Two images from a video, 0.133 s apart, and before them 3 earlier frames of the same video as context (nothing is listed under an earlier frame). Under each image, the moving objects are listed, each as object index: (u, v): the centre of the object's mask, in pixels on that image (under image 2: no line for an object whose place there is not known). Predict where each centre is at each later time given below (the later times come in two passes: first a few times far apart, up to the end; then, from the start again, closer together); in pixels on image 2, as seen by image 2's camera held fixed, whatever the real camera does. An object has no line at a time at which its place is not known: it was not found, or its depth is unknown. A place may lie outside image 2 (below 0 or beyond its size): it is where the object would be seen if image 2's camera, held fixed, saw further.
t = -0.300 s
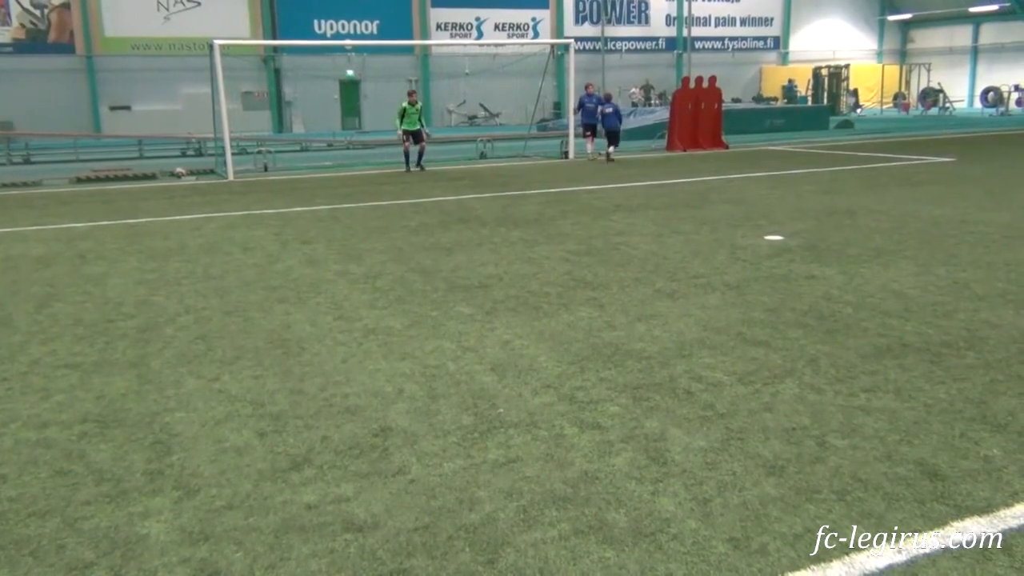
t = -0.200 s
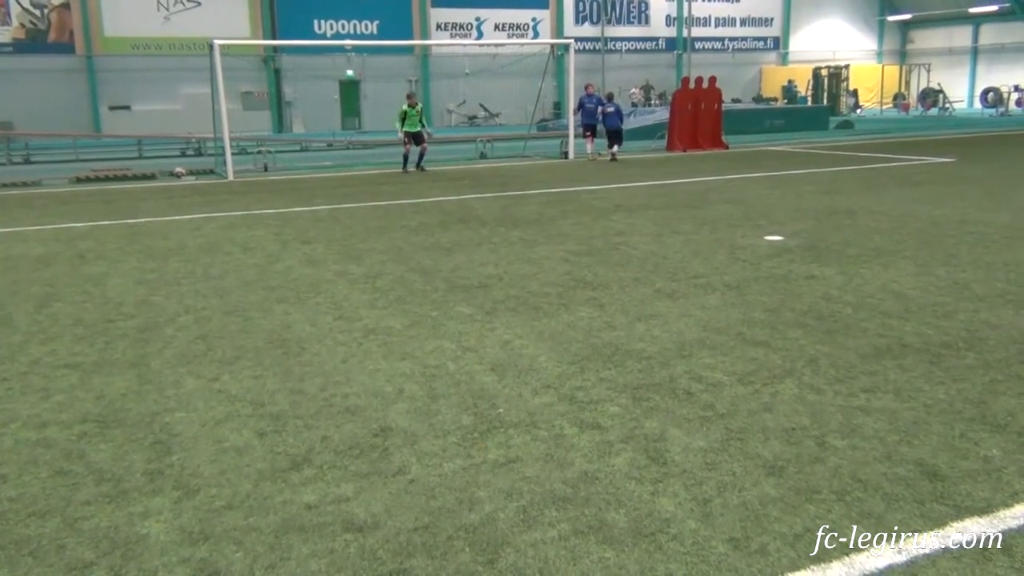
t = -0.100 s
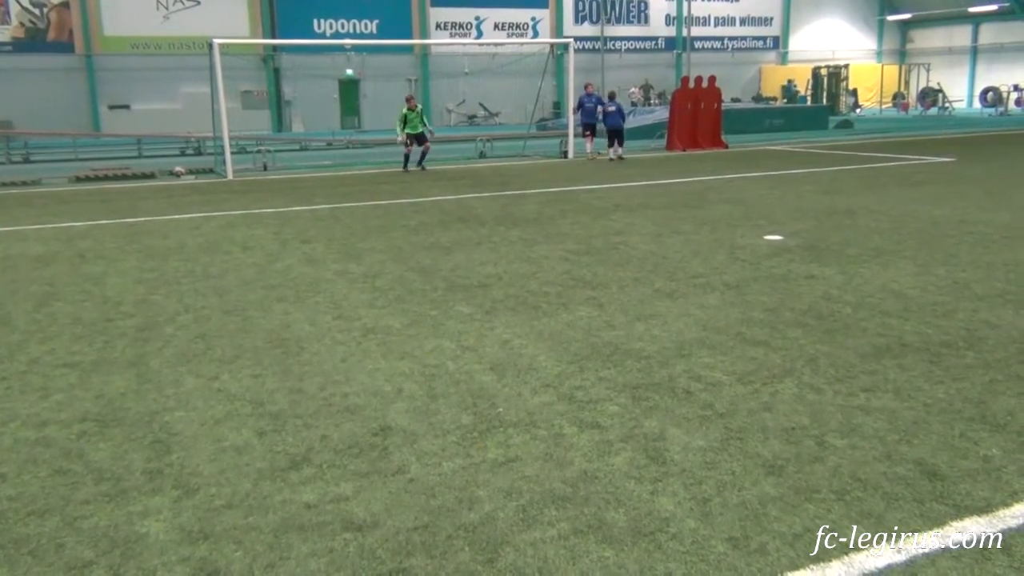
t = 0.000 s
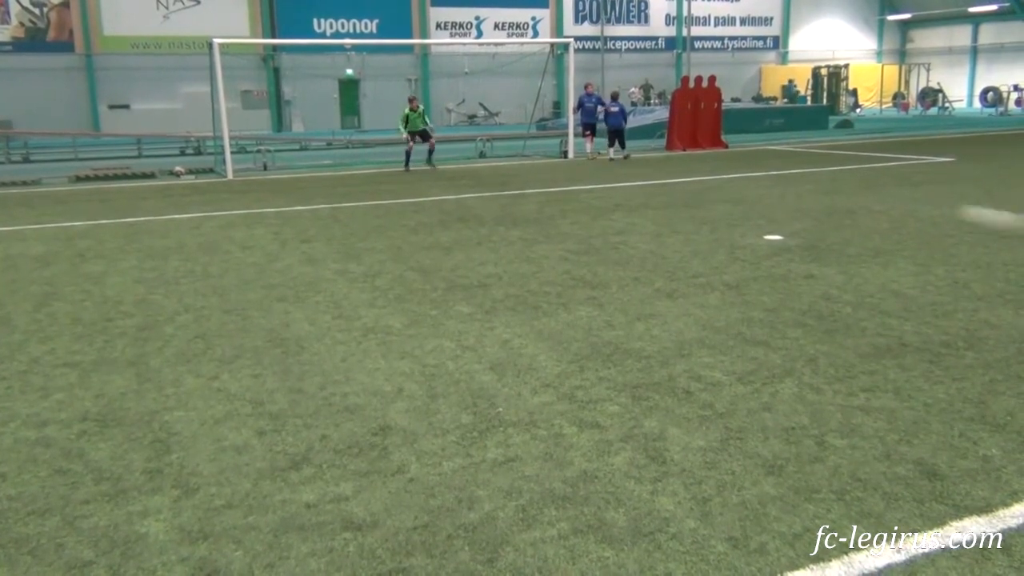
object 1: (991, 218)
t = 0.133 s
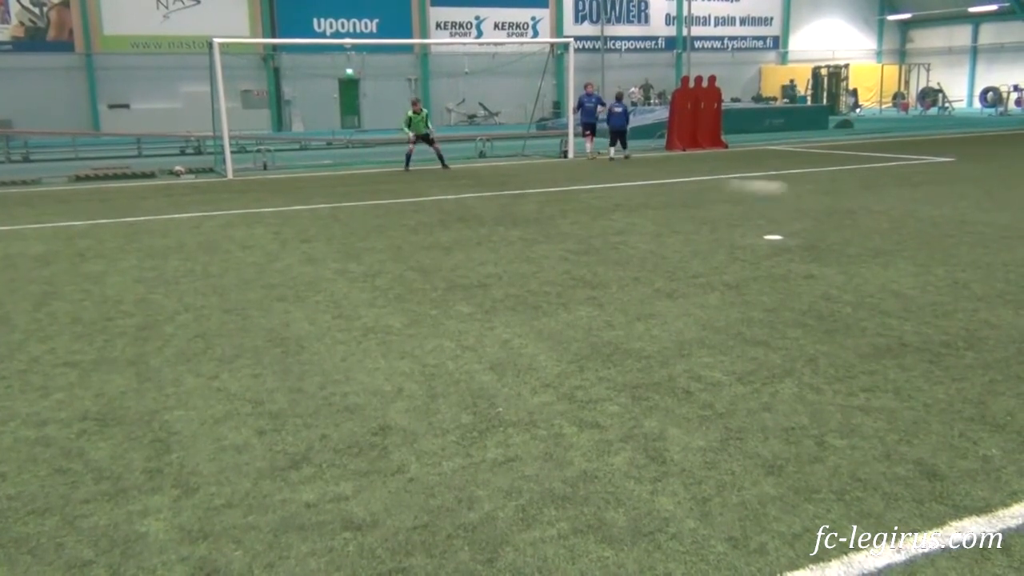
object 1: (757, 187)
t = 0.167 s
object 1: (716, 184)
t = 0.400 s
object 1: (525, 176)
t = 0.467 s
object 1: (495, 164)
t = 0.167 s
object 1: (716, 184)
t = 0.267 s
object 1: (613, 186)
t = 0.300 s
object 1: (585, 191)
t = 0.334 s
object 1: (562, 193)
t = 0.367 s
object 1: (541, 183)
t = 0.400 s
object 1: (525, 176)
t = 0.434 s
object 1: (510, 170)
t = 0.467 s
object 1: (495, 164)
